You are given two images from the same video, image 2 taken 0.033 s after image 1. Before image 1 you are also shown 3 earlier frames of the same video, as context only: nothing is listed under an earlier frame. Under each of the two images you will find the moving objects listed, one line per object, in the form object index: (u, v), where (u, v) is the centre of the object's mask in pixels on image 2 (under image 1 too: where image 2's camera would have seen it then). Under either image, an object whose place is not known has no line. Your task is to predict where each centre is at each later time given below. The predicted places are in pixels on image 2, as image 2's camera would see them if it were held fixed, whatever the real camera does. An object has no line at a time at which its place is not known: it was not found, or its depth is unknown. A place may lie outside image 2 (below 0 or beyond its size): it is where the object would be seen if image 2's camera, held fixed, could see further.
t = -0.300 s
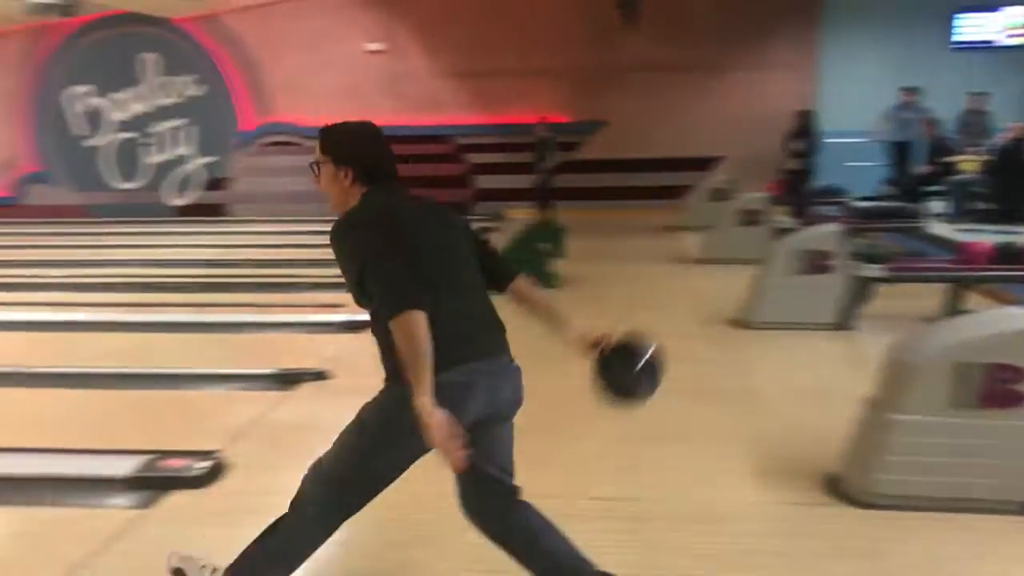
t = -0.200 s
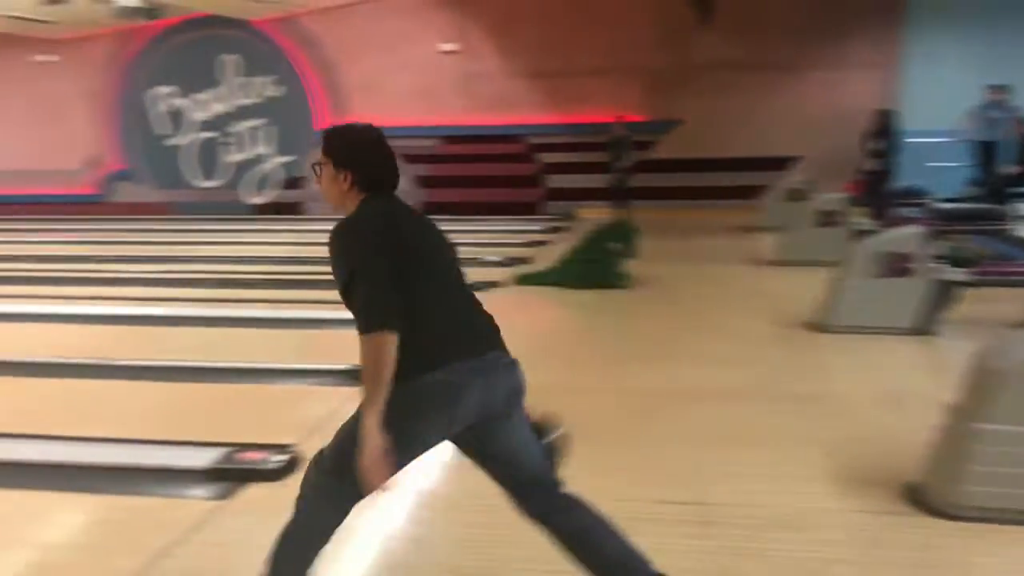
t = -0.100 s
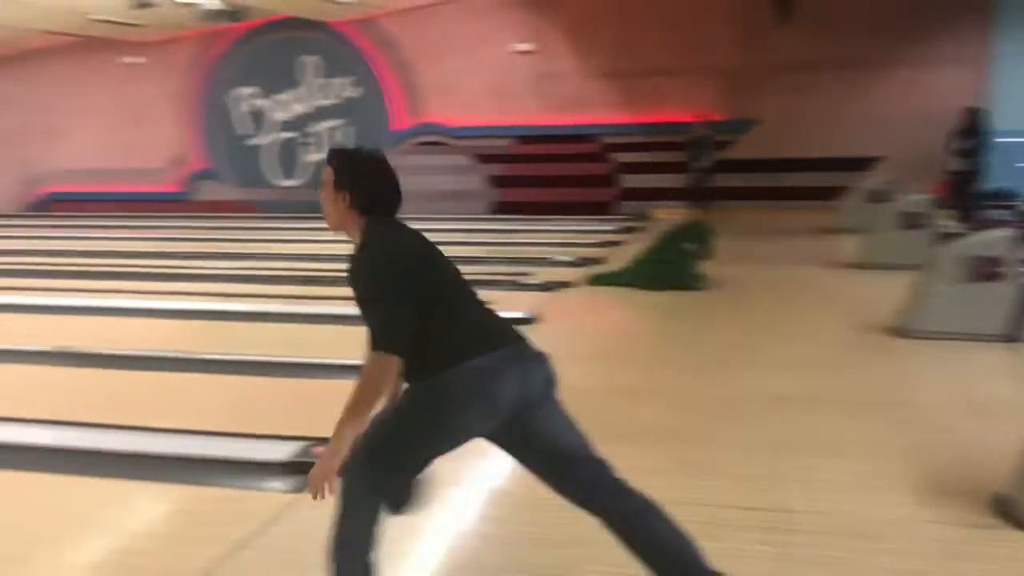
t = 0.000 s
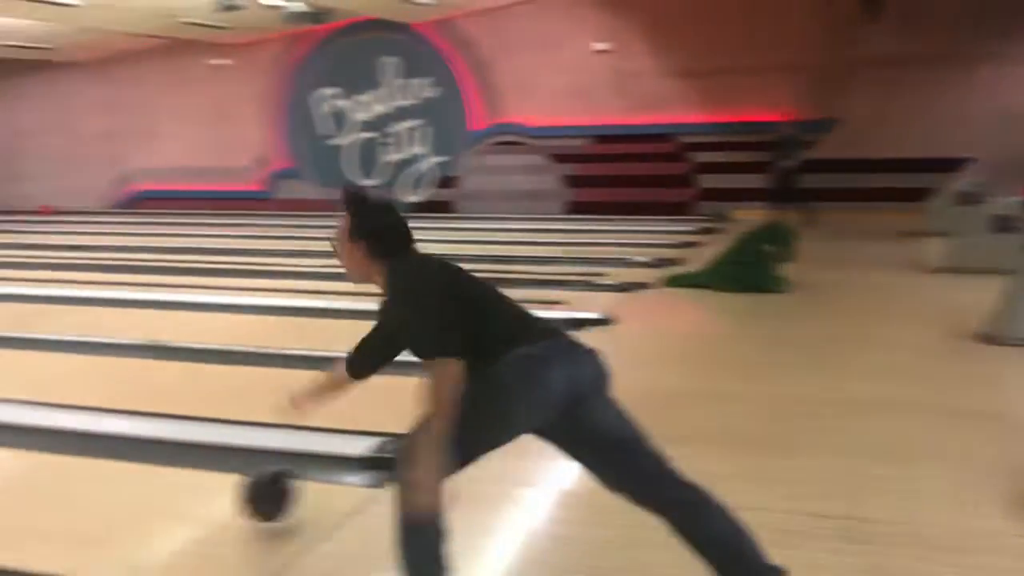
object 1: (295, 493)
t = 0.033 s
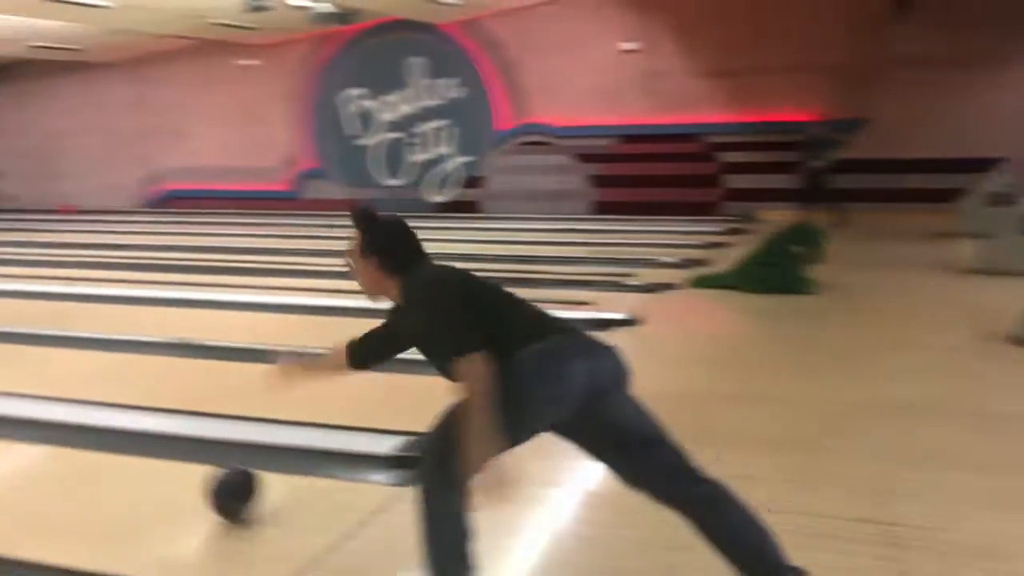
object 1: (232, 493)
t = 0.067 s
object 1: (174, 484)
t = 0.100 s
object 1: (120, 478)
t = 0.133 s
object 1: (68, 475)
